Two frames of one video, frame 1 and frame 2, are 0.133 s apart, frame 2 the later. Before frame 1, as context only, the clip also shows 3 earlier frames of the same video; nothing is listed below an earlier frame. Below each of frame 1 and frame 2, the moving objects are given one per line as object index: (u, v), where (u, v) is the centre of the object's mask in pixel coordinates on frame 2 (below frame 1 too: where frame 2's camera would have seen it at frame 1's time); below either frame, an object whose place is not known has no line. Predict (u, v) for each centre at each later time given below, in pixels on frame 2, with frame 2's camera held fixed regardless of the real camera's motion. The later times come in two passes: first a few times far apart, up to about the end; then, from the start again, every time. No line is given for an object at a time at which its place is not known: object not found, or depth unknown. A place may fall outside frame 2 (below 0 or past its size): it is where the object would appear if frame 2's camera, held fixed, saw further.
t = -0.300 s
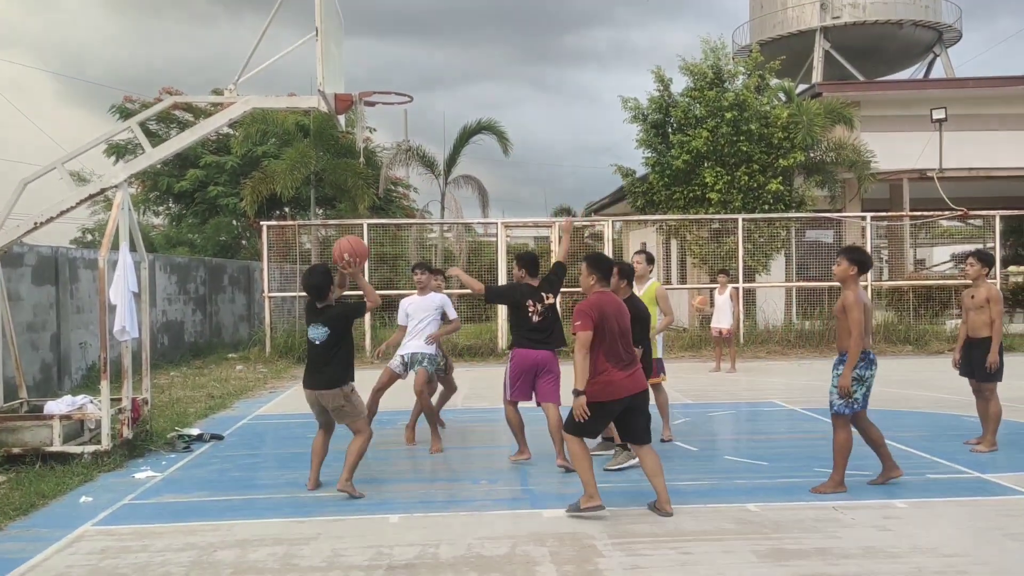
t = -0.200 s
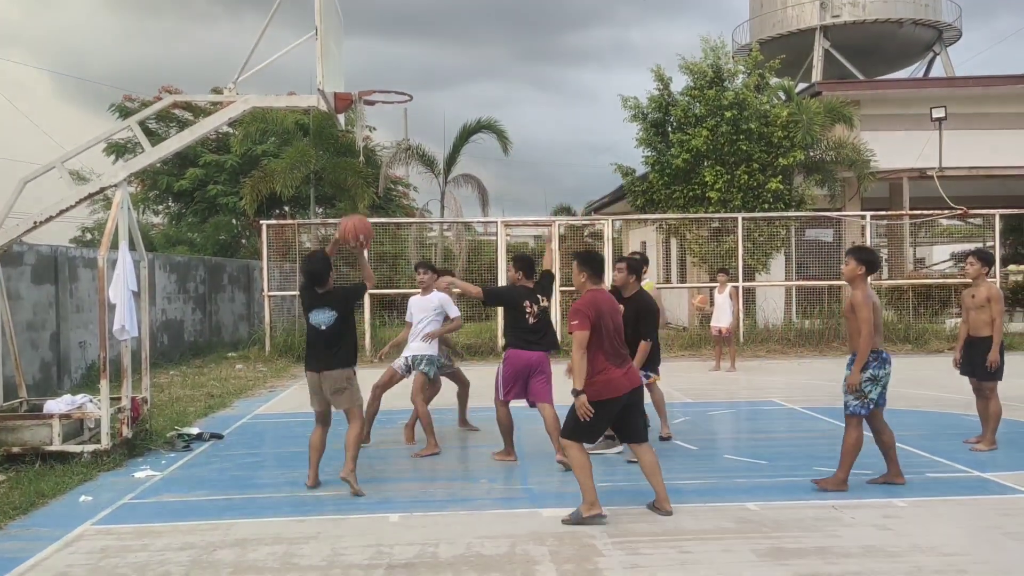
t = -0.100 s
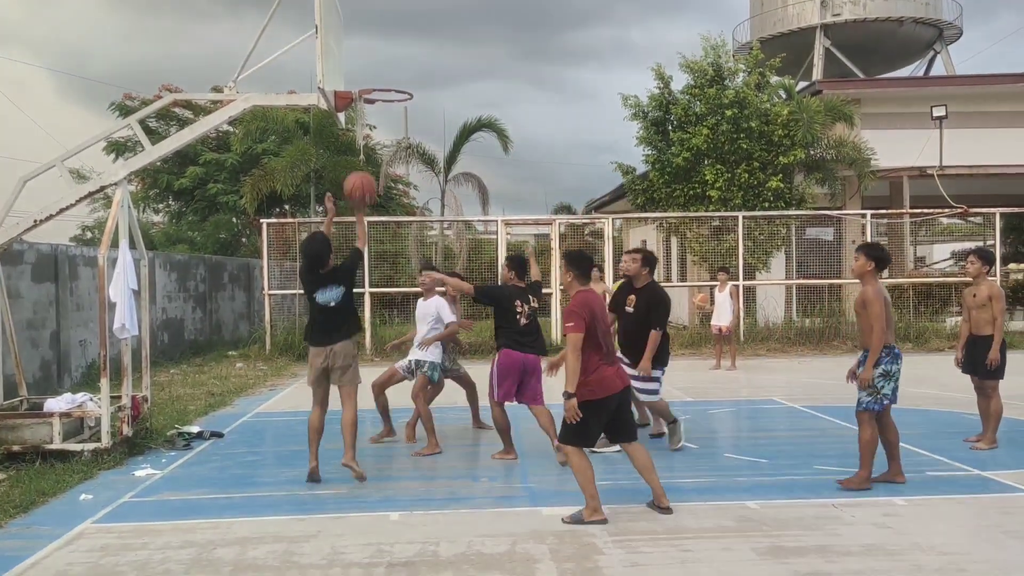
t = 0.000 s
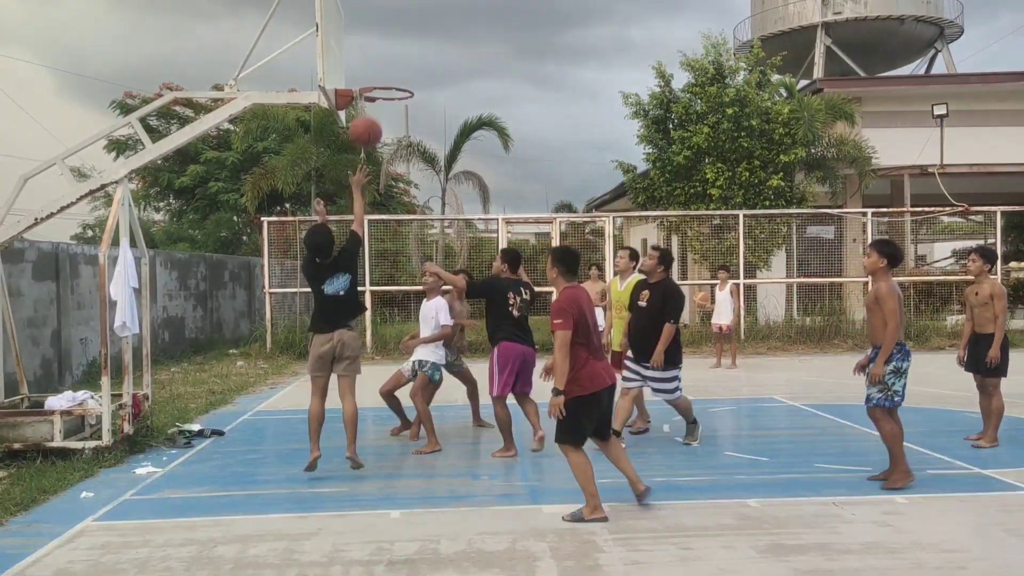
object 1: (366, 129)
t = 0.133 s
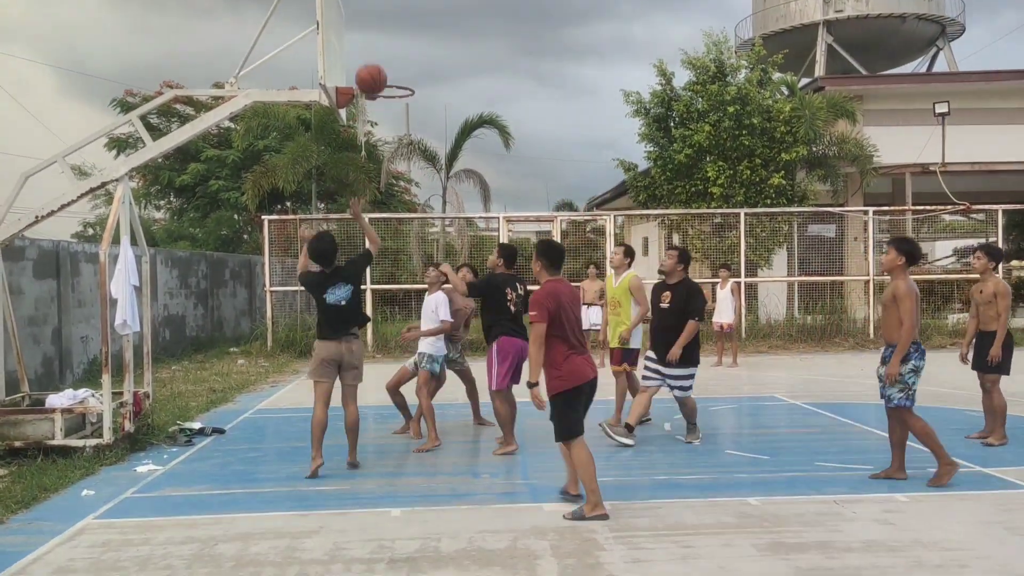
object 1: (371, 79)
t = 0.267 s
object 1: (376, 54)
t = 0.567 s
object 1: (388, 71)
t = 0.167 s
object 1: (372, 71)
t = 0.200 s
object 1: (374, 63)
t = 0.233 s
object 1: (375, 58)
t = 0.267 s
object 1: (376, 54)
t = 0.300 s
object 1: (377, 51)
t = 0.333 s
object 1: (379, 49)
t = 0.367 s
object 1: (380, 49)
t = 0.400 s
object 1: (381, 51)
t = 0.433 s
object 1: (382, 54)
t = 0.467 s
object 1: (384, 58)
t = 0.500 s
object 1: (385, 63)
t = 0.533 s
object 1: (386, 69)
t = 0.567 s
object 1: (388, 71)
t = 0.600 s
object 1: (389, 72)
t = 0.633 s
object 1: (390, 74)
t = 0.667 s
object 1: (391, 78)
